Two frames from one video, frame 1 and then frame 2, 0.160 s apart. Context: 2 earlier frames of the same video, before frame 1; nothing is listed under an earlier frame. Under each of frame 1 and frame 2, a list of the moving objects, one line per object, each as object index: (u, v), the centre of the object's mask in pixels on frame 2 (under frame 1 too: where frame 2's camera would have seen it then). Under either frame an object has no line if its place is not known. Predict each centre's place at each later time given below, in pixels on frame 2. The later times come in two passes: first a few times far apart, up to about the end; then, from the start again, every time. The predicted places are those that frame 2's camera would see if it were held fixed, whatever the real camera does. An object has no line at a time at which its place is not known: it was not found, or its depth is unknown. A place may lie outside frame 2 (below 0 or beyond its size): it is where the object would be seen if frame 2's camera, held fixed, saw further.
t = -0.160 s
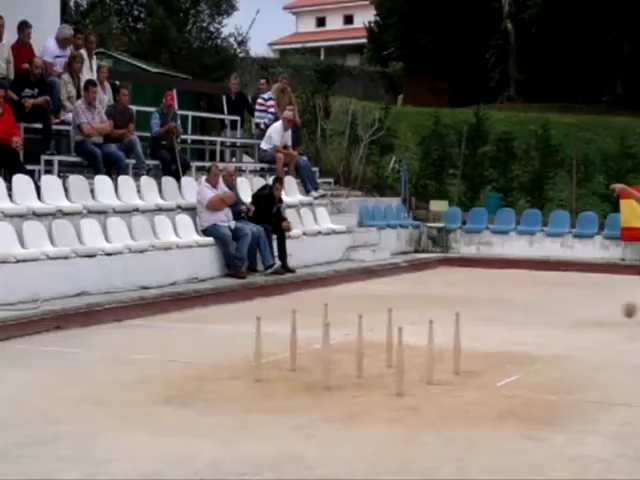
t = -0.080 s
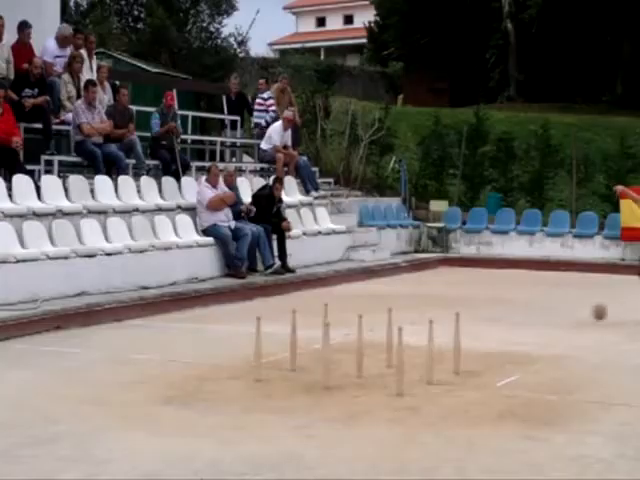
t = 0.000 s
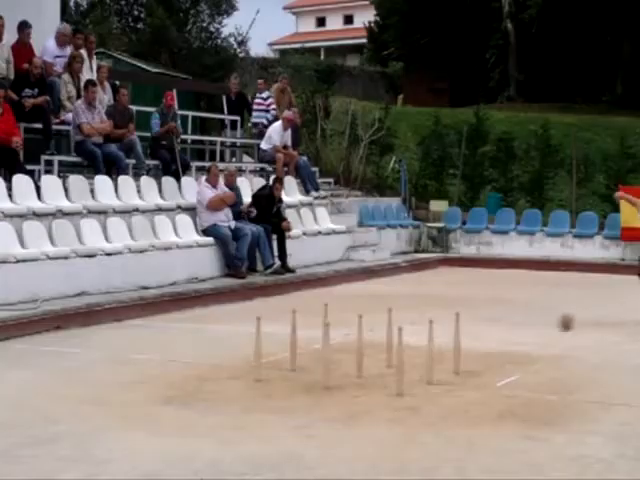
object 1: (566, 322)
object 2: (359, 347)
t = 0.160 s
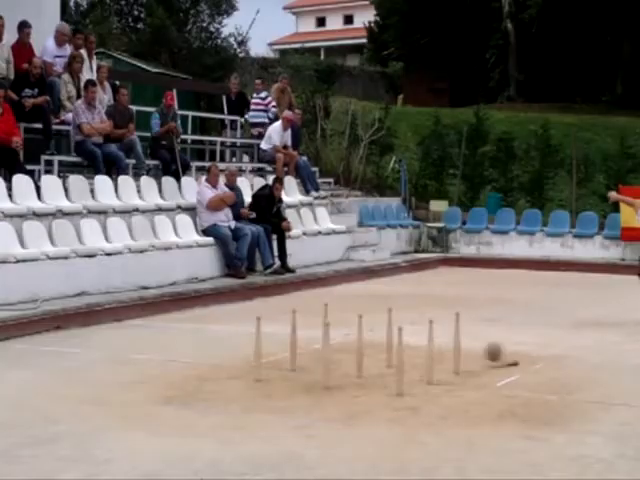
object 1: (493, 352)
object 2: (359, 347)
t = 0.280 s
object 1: (456, 347)
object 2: (359, 347)
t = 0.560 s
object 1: (426, 370)
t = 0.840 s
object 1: (418, 407)
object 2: (336, 370)
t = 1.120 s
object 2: (323, 369)
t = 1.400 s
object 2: (323, 369)
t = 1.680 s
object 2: (323, 369)
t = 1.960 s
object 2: (323, 369)
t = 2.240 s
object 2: (323, 369)
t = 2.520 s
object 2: (323, 369)
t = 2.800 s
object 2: (323, 369)
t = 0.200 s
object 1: (476, 350)
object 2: (359, 347)
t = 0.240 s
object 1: (463, 348)
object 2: (359, 347)
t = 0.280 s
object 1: (456, 347)
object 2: (359, 347)
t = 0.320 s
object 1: (447, 347)
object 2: (359, 347)
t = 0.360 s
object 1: (440, 349)
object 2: (359, 346)
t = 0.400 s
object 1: (438, 347)
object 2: (358, 347)
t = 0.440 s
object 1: (435, 349)
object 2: (356, 347)
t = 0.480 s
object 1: (432, 352)
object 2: (354, 347)
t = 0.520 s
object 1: (429, 360)
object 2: (352, 345)
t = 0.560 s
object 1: (426, 370)
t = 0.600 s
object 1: (423, 381)
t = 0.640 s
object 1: (421, 394)
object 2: (348, 352)
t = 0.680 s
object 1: (420, 394)
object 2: (347, 353)
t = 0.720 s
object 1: (420, 396)
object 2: (344, 354)
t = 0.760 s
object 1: (419, 402)
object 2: (344, 360)
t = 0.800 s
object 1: (419, 405)
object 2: (343, 365)
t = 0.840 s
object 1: (418, 407)
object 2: (336, 370)
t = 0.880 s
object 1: (418, 412)
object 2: (341, 365)
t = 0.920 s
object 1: (417, 414)
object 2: (331, 364)
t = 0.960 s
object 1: (417, 417)
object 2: (330, 362)
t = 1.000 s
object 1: (417, 420)
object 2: (338, 361)
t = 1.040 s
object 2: (337, 365)
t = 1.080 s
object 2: (323, 369)
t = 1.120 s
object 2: (323, 369)
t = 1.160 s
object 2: (323, 369)
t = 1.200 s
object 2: (323, 369)
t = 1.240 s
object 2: (323, 369)
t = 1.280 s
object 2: (323, 369)
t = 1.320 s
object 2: (323, 369)
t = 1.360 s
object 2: (323, 369)
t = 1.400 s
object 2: (323, 369)
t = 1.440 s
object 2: (323, 369)
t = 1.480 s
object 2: (323, 369)
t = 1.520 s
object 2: (323, 369)
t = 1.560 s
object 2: (323, 369)
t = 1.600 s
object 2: (323, 369)
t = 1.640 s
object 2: (323, 369)
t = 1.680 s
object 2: (323, 369)
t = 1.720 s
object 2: (323, 369)
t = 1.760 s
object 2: (323, 369)
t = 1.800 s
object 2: (323, 369)
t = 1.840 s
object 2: (323, 369)
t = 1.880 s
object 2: (323, 369)
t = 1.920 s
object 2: (323, 369)
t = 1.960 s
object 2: (323, 369)
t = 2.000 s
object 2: (323, 369)
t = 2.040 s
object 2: (323, 369)
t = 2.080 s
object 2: (323, 369)
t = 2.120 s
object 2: (323, 369)
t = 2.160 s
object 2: (323, 369)
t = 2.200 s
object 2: (323, 369)
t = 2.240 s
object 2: (323, 369)
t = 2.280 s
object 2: (323, 369)
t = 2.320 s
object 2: (323, 369)
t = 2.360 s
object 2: (323, 369)
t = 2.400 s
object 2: (323, 369)
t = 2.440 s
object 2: (323, 369)
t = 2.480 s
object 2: (323, 369)
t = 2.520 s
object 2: (323, 369)
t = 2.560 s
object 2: (323, 369)
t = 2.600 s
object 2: (323, 369)
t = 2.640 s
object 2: (323, 369)
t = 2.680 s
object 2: (323, 369)
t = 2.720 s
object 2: (323, 369)
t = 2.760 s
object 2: (323, 369)
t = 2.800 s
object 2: (323, 369)
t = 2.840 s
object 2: (323, 369)
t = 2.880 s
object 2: (323, 369)
